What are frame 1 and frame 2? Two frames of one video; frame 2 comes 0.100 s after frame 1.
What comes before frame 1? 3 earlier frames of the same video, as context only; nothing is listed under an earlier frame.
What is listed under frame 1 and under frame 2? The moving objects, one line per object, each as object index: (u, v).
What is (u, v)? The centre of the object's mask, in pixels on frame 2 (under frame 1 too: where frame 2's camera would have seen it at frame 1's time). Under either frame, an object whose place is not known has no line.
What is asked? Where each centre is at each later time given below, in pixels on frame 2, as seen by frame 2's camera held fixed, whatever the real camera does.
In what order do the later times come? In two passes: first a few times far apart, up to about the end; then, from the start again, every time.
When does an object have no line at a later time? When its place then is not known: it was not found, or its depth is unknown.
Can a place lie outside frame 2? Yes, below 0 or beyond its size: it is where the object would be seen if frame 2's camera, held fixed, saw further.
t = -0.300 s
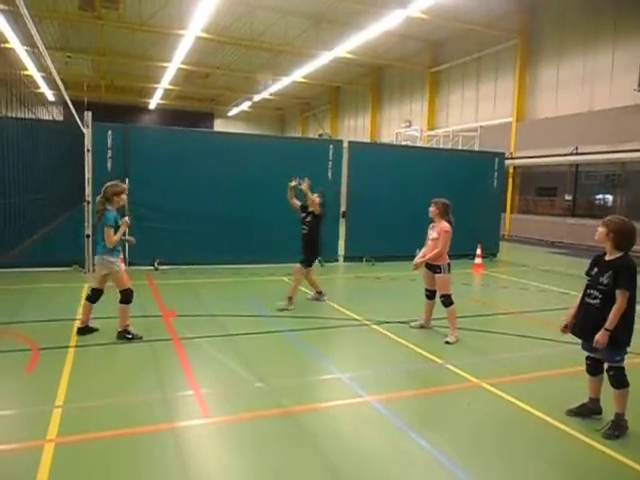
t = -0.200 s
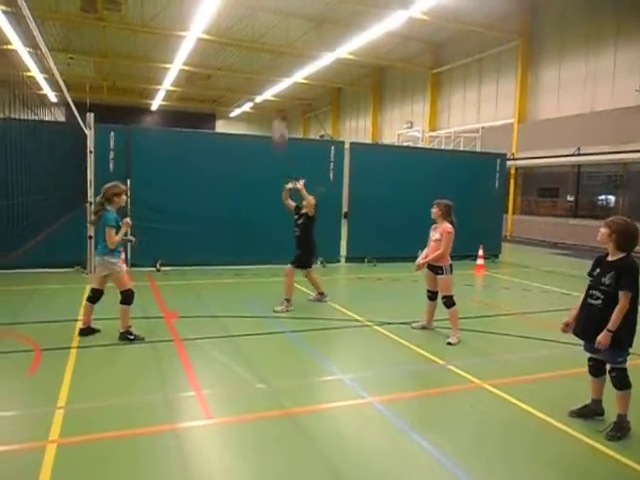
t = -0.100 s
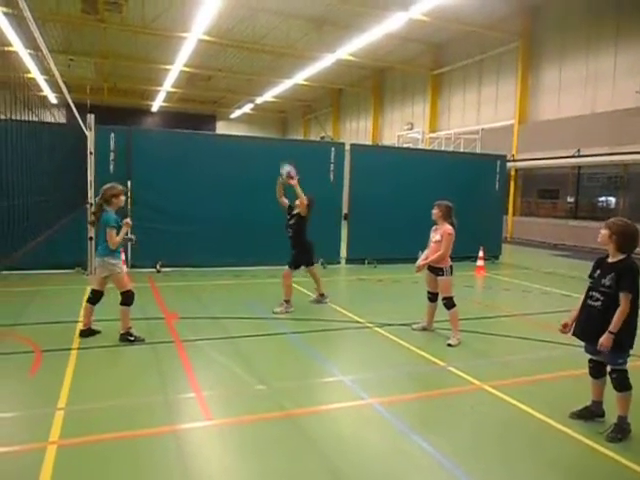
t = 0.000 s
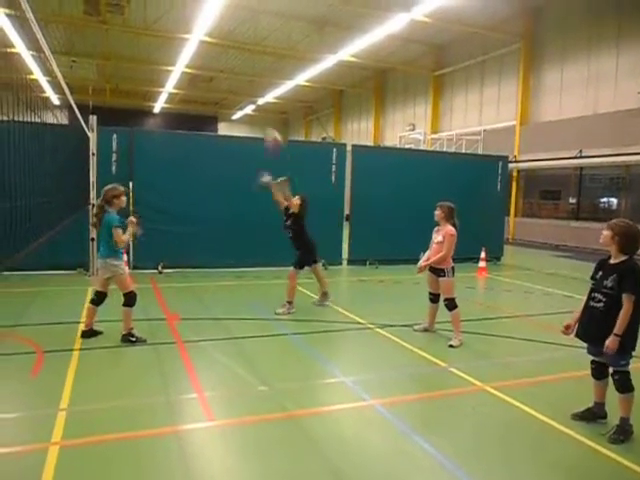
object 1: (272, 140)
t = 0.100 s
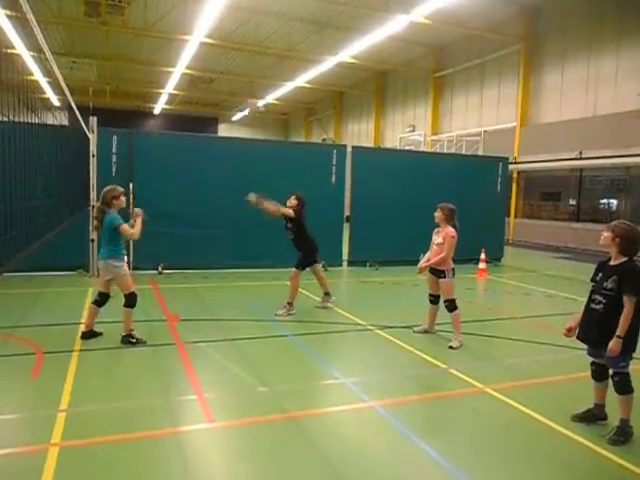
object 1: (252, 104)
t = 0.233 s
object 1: (228, 77)
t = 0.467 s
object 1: (174, 65)
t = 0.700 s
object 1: (119, 107)
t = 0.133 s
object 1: (246, 98)
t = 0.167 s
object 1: (240, 90)
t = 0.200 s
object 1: (233, 83)
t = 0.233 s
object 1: (228, 77)
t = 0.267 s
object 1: (220, 72)
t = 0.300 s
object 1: (213, 70)
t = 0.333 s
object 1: (206, 67)
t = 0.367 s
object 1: (202, 65)
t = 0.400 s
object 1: (195, 63)
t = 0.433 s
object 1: (184, 64)
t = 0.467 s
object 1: (174, 65)
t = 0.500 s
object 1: (167, 69)
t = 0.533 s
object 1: (160, 71)
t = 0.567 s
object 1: (154, 74)
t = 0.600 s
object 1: (145, 80)
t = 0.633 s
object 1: (135, 86)
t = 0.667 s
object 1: (128, 94)
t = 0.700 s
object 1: (119, 107)
